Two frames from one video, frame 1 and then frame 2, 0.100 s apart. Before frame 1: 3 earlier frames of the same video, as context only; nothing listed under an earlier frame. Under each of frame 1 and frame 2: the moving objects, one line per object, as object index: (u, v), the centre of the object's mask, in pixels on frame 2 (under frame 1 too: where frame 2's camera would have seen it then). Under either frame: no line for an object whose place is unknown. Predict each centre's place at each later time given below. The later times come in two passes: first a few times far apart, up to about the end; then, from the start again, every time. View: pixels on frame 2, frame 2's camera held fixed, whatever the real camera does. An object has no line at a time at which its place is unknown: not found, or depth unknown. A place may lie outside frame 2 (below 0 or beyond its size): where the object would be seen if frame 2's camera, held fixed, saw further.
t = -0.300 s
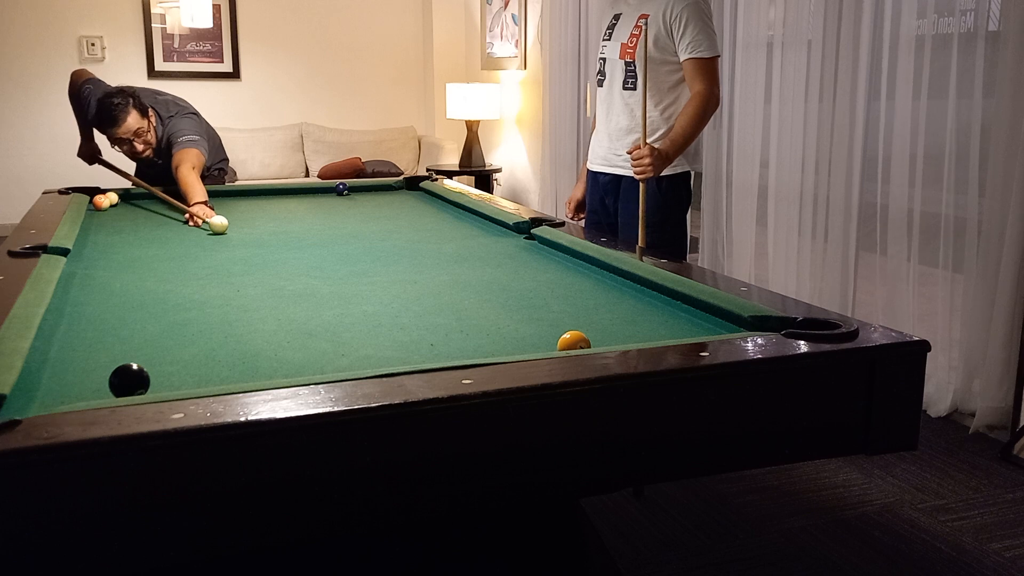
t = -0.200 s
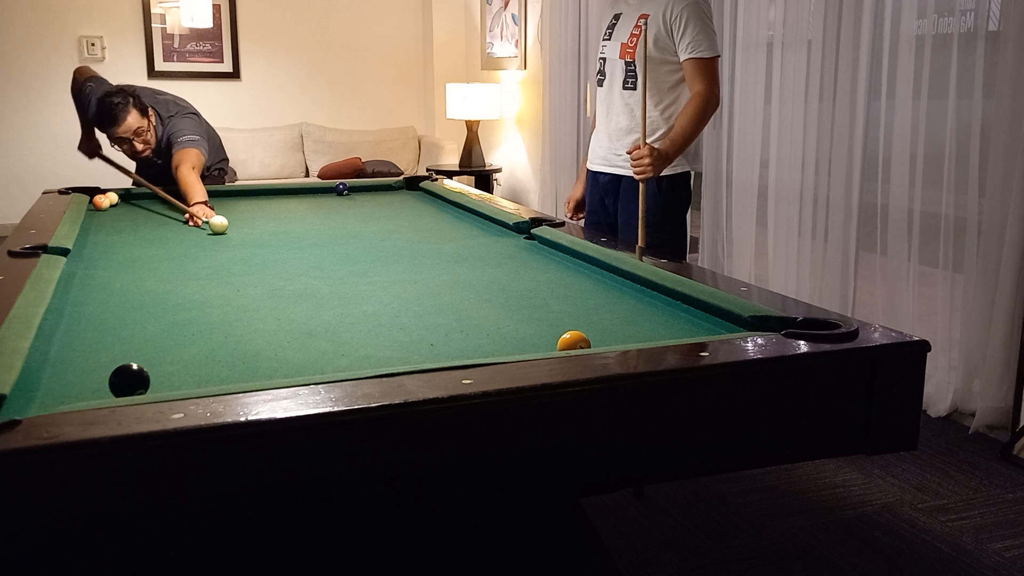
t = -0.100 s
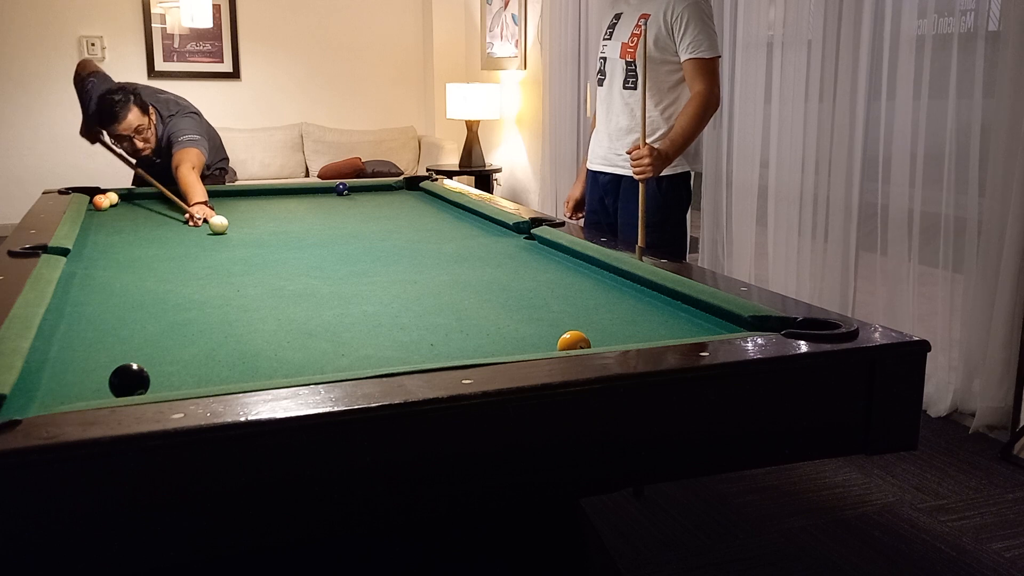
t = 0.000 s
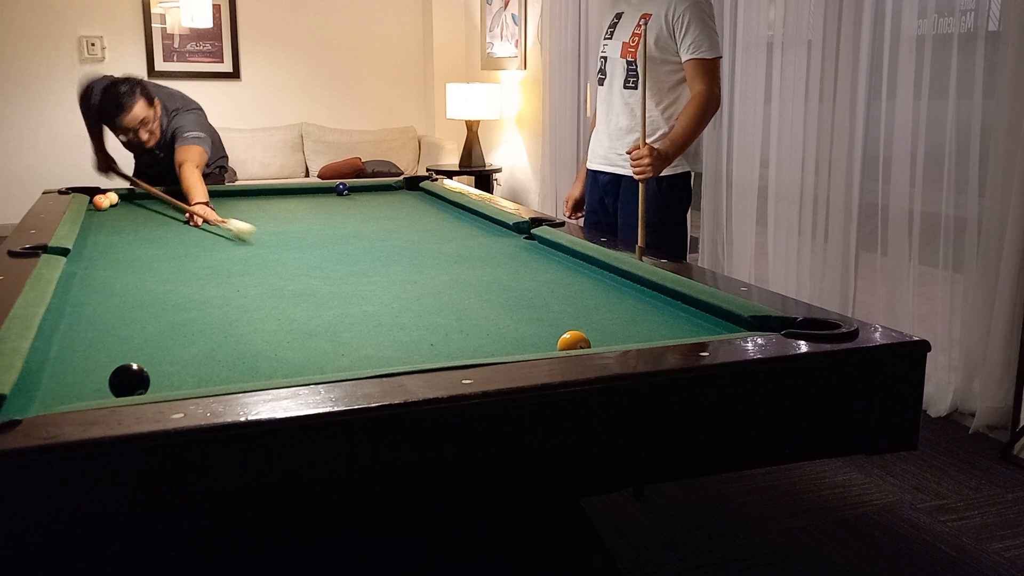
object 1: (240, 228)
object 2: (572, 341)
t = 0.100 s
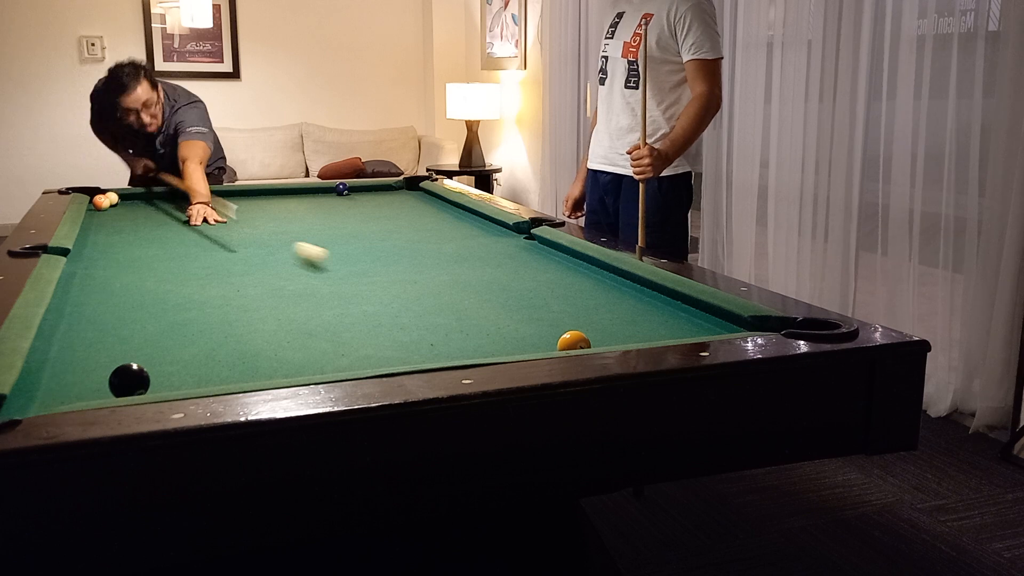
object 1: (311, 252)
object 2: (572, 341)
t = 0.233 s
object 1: (433, 292)
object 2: (572, 341)
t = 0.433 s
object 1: (515, 321)
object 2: (617, 330)
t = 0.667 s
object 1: (447, 288)
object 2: (679, 310)
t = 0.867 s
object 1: (403, 268)
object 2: (650, 299)
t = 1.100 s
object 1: (363, 249)
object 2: (583, 291)
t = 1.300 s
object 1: (335, 236)
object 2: (533, 286)
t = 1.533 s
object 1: (309, 223)
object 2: (481, 280)
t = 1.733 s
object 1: (290, 214)
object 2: (442, 276)
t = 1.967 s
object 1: (272, 204)
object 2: (400, 271)
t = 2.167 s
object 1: (259, 197)
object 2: (369, 267)
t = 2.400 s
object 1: (248, 191)
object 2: (336, 264)
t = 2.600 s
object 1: (248, 195)
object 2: (310, 261)
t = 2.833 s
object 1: (250, 199)
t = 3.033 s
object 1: (251, 203)
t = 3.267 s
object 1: (253, 207)
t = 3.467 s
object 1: (256, 211)
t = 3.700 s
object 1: (260, 215)
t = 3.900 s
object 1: (263, 219)
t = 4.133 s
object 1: (268, 223)
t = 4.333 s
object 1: (272, 227)
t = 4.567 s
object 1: (278, 230)
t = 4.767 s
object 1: (283, 233)
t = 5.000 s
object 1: (288, 236)
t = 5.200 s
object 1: (294, 239)
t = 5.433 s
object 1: (300, 241)
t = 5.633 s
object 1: (305, 243)
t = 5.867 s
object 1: (310, 245)
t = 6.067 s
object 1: (315, 246)
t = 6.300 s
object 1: (320, 246)
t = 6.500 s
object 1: (323, 247)
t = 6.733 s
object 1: (326, 247)
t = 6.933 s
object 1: (326, 247)
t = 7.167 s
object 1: (326, 247)
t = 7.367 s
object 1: (326, 247)
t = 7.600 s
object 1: (326, 247)
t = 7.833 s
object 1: (326, 247)
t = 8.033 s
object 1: (326, 247)
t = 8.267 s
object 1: (326, 247)
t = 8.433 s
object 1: (326, 247)
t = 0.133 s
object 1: (338, 261)
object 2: (572, 341)
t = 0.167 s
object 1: (367, 269)
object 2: (572, 341)
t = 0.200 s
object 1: (398, 281)
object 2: (572, 341)
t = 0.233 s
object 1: (433, 292)
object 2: (572, 341)
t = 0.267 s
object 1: (473, 308)
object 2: (572, 341)
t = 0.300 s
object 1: (514, 323)
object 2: (572, 341)
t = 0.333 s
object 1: (549, 333)
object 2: (574, 340)
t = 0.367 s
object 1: (544, 332)
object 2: (589, 335)
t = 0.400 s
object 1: (529, 326)
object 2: (604, 330)
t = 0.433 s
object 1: (515, 321)
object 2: (617, 330)
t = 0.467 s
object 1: (503, 314)
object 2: (631, 329)
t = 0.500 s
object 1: (491, 309)
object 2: (641, 326)
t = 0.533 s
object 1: (482, 305)
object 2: (650, 323)
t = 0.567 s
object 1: (472, 301)
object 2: (658, 320)
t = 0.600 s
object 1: (463, 296)
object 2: (665, 316)
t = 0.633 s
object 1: (455, 292)
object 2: (672, 313)
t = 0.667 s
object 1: (447, 288)
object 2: (679, 310)
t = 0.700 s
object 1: (439, 285)
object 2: (685, 307)
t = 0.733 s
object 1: (431, 281)
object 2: (690, 303)
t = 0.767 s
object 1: (423, 277)
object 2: (680, 301)
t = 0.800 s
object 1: (416, 274)
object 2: (669, 300)
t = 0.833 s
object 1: (409, 271)
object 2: (659, 300)
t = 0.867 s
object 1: (403, 268)
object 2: (650, 299)
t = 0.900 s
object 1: (396, 265)
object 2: (639, 298)
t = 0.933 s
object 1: (390, 262)
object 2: (629, 296)
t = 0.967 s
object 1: (384, 259)
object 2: (620, 295)
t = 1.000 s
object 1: (379, 257)
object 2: (610, 294)
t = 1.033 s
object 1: (373, 254)
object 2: (601, 293)
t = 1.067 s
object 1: (368, 252)
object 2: (592, 293)
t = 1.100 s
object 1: (363, 249)
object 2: (583, 291)
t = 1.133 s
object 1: (358, 247)
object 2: (575, 290)
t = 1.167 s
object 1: (353, 245)
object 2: (566, 289)
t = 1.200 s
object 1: (348, 242)
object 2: (558, 288)
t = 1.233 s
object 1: (344, 240)
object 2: (549, 287)
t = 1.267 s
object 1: (339, 238)
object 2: (541, 287)
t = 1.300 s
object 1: (335, 236)
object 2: (533, 286)
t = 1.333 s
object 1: (331, 234)
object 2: (525, 285)
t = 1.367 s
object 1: (327, 232)
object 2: (517, 284)
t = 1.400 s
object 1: (323, 230)
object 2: (510, 284)
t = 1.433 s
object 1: (319, 228)
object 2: (503, 283)
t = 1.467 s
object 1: (316, 227)
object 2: (496, 282)
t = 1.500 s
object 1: (312, 225)
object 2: (488, 281)
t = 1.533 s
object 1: (309, 223)
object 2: (481, 280)
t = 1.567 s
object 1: (305, 222)
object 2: (474, 279)
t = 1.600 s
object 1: (302, 220)
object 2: (468, 279)
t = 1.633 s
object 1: (299, 218)
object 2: (461, 278)
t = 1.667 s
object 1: (296, 217)
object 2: (454, 277)
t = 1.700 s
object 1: (293, 215)
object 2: (448, 276)
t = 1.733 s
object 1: (290, 214)
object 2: (442, 276)
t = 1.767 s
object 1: (287, 212)
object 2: (436, 275)
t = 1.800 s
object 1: (284, 211)
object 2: (429, 274)
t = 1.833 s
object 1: (282, 209)
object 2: (423, 274)
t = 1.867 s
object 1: (279, 208)
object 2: (418, 273)
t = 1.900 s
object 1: (276, 206)
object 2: (412, 272)
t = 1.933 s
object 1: (274, 205)
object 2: (406, 272)
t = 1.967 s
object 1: (272, 204)
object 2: (400, 271)
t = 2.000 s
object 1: (270, 203)
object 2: (395, 270)
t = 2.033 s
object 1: (267, 202)
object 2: (389, 270)
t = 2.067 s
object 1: (265, 201)
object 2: (384, 269)
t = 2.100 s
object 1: (263, 200)
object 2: (379, 269)
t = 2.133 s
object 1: (261, 198)
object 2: (374, 268)
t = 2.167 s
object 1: (259, 197)
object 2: (369, 267)
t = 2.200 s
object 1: (257, 196)
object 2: (364, 267)
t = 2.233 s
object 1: (255, 195)
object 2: (359, 266)
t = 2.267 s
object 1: (253, 194)
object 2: (354, 266)
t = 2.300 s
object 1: (251, 193)
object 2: (349, 266)
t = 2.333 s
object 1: (249, 192)
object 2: (345, 265)
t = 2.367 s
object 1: (248, 191)
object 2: (340, 264)
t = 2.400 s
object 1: (248, 191)
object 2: (336, 264)
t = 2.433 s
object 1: (248, 192)
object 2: (331, 263)
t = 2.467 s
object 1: (248, 193)
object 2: (327, 263)
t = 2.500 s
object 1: (248, 193)
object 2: (322, 262)
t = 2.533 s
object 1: (248, 194)
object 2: (318, 262)
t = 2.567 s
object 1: (248, 194)
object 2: (314, 261)
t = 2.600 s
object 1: (248, 195)
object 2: (310, 261)
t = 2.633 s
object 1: (248, 195)
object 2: (306, 260)
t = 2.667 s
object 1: (249, 196)
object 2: (302, 260)
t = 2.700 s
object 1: (249, 197)
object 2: (298, 260)
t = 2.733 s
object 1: (249, 198)
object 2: (294, 259)
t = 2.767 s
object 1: (249, 198)
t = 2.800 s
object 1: (250, 199)
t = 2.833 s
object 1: (250, 199)
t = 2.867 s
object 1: (250, 200)
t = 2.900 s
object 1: (250, 200)
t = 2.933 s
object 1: (251, 201)
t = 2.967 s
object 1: (251, 201)
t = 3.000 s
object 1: (251, 202)
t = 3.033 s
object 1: (251, 203)
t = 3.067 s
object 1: (252, 203)
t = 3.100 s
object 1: (252, 204)
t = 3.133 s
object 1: (252, 205)
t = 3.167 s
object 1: (252, 205)
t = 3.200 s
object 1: (253, 206)
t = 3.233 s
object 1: (253, 207)
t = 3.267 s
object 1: (253, 207)
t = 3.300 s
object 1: (254, 208)
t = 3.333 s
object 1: (254, 208)
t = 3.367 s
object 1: (255, 209)
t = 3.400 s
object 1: (255, 210)
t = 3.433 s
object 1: (255, 210)
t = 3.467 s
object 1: (256, 211)
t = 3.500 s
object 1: (256, 211)
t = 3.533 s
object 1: (257, 212)
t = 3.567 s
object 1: (257, 213)
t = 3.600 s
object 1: (258, 213)
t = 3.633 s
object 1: (258, 214)
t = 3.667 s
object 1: (259, 215)
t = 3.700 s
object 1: (260, 215)
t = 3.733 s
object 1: (260, 216)
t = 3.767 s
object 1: (261, 217)
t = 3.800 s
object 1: (261, 217)
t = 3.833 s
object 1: (262, 218)
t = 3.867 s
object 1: (262, 218)
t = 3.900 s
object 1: (263, 219)
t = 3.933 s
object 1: (264, 220)
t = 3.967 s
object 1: (264, 220)
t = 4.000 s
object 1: (265, 221)
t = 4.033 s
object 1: (266, 222)
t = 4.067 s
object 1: (267, 222)
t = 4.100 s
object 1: (267, 223)
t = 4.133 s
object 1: (268, 223)
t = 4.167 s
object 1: (269, 224)
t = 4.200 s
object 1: (269, 224)
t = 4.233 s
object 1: (270, 225)
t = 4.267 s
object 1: (271, 225)
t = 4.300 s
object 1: (272, 226)
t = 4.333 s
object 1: (272, 227)
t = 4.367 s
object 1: (273, 227)
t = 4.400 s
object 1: (274, 228)
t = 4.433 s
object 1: (275, 228)
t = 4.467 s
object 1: (275, 229)
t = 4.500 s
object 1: (276, 229)
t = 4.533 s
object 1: (277, 230)
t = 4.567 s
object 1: (278, 230)
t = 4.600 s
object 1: (279, 231)
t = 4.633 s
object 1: (279, 231)
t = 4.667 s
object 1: (280, 232)
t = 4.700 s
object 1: (281, 232)
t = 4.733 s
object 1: (282, 232)
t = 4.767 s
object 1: (283, 233)
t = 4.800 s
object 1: (284, 234)
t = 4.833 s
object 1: (284, 234)
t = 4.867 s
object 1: (285, 234)
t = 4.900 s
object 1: (286, 235)
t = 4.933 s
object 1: (287, 235)
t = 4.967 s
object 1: (288, 236)
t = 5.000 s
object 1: (288, 236)
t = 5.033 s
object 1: (289, 237)
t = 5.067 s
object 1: (290, 237)
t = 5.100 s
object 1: (291, 237)
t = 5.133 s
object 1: (292, 238)
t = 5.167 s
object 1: (293, 238)
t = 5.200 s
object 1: (294, 239)
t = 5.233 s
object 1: (294, 239)
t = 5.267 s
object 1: (295, 239)
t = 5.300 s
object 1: (296, 240)
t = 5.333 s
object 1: (297, 240)
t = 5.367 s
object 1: (298, 240)
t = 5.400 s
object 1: (299, 241)
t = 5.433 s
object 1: (300, 241)
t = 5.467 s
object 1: (301, 241)
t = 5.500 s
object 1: (302, 242)
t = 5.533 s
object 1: (302, 242)
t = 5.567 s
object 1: (303, 242)
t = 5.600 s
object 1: (304, 243)
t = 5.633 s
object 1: (305, 243)
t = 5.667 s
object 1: (305, 243)
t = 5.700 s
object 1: (306, 243)
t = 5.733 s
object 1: (307, 244)
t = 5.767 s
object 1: (308, 244)
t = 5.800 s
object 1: (309, 244)
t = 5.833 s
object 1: (309, 244)
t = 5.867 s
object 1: (310, 245)
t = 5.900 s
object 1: (311, 245)
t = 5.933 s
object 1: (312, 245)
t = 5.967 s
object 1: (312, 245)
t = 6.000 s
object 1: (313, 245)
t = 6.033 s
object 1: (314, 246)
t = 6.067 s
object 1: (315, 246)
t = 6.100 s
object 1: (316, 246)
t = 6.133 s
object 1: (316, 246)
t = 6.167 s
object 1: (317, 246)
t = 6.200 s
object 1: (318, 246)
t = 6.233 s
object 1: (318, 246)
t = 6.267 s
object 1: (319, 246)
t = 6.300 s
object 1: (320, 246)
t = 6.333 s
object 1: (320, 247)
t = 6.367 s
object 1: (321, 247)
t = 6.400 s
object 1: (321, 247)
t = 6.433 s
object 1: (322, 247)
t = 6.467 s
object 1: (322, 247)
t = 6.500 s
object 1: (323, 247)
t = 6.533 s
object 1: (323, 247)
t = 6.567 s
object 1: (324, 247)
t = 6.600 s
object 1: (324, 247)
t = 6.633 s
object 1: (324, 247)
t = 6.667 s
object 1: (325, 247)
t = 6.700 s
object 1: (325, 247)
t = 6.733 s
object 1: (326, 247)
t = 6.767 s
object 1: (326, 247)
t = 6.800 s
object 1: (326, 247)
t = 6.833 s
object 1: (326, 247)
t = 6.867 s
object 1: (326, 247)
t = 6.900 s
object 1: (326, 247)
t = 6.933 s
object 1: (326, 247)
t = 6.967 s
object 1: (326, 247)
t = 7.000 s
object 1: (326, 247)
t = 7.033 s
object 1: (326, 247)
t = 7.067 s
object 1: (326, 247)
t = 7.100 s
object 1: (326, 247)
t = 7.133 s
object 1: (326, 247)
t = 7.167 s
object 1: (326, 247)
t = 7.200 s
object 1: (326, 247)
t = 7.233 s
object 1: (326, 247)
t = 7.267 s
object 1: (326, 247)
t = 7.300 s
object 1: (326, 247)
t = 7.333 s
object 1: (326, 247)
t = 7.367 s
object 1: (326, 247)
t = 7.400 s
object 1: (326, 247)
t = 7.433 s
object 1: (326, 247)
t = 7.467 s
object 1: (326, 247)
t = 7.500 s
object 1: (326, 247)
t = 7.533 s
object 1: (326, 247)
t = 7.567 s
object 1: (326, 247)
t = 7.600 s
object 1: (326, 247)
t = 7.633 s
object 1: (326, 247)
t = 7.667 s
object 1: (326, 247)
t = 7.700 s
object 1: (326, 247)
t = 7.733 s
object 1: (326, 247)
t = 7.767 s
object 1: (326, 247)
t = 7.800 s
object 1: (326, 247)
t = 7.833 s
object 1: (326, 247)
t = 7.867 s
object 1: (326, 247)
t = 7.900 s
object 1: (326, 247)
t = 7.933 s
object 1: (326, 247)
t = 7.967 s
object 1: (326, 247)
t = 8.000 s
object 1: (326, 247)
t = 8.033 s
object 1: (326, 247)
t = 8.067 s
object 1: (326, 247)
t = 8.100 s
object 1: (326, 247)
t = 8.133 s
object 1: (326, 247)
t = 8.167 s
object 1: (326, 247)
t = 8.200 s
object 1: (326, 247)
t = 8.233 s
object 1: (326, 247)
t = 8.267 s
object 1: (326, 247)
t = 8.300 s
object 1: (326, 247)
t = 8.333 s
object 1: (326, 247)
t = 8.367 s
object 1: (326, 247)
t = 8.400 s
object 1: (326, 247)
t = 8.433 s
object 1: (326, 247)
